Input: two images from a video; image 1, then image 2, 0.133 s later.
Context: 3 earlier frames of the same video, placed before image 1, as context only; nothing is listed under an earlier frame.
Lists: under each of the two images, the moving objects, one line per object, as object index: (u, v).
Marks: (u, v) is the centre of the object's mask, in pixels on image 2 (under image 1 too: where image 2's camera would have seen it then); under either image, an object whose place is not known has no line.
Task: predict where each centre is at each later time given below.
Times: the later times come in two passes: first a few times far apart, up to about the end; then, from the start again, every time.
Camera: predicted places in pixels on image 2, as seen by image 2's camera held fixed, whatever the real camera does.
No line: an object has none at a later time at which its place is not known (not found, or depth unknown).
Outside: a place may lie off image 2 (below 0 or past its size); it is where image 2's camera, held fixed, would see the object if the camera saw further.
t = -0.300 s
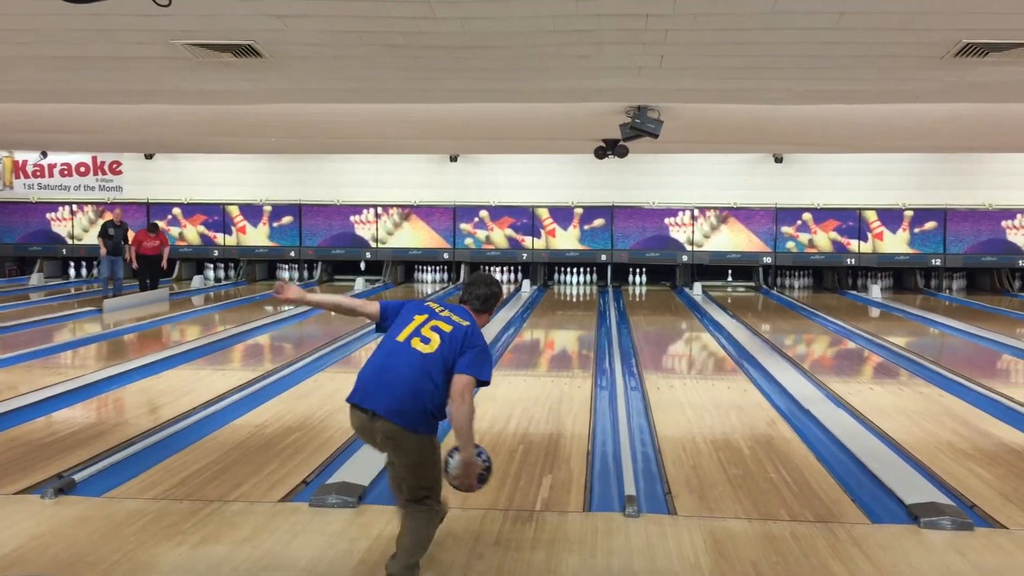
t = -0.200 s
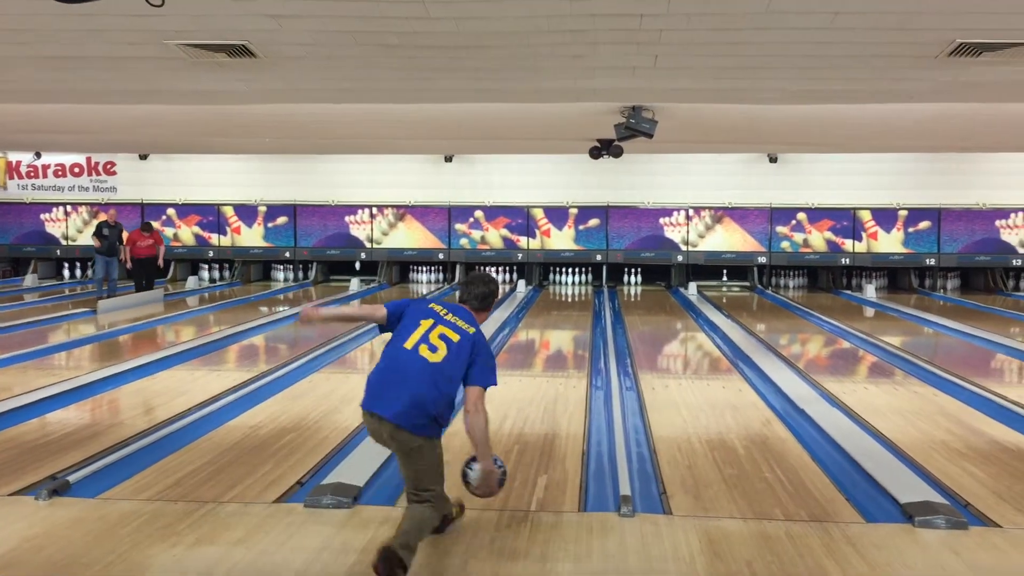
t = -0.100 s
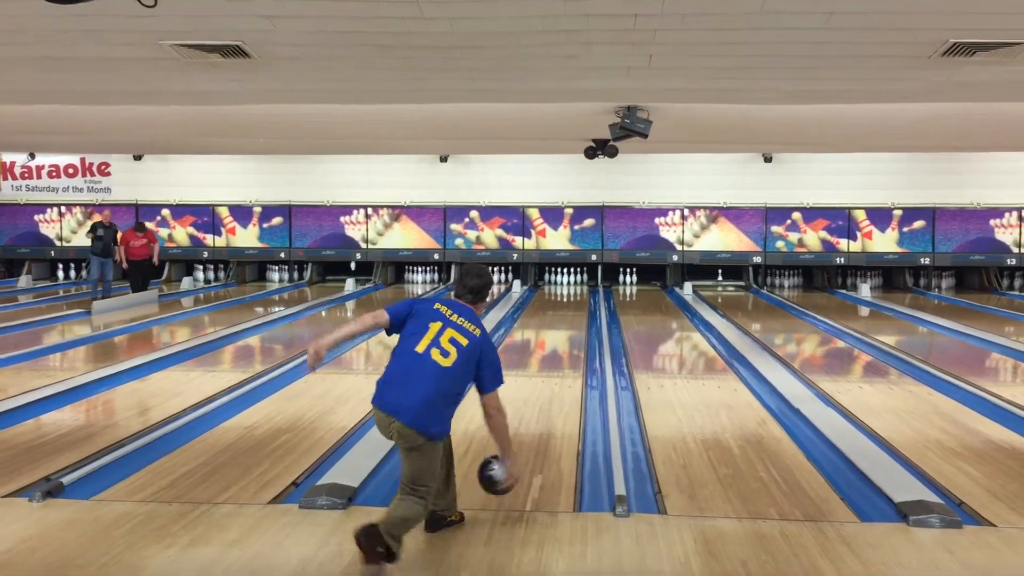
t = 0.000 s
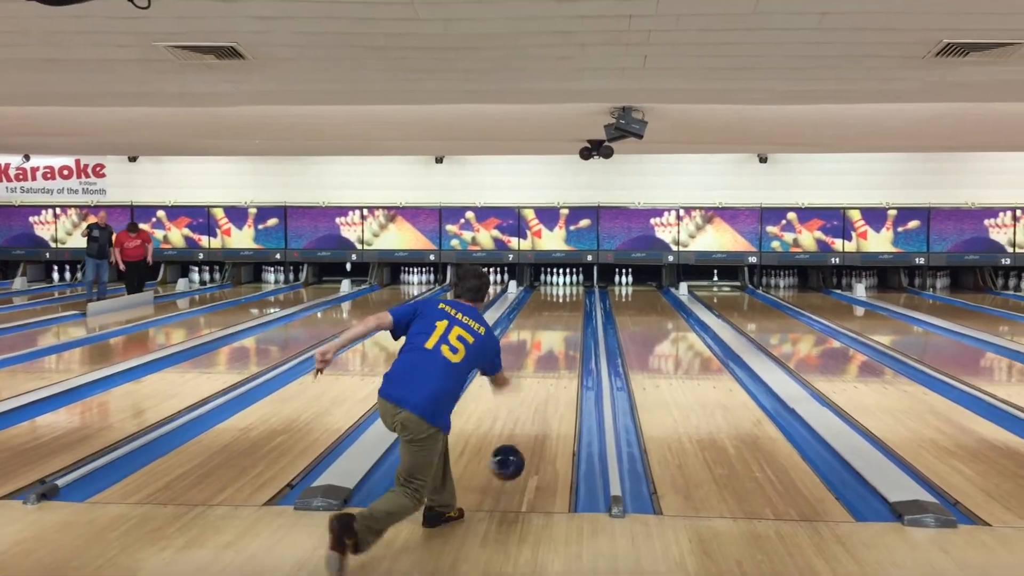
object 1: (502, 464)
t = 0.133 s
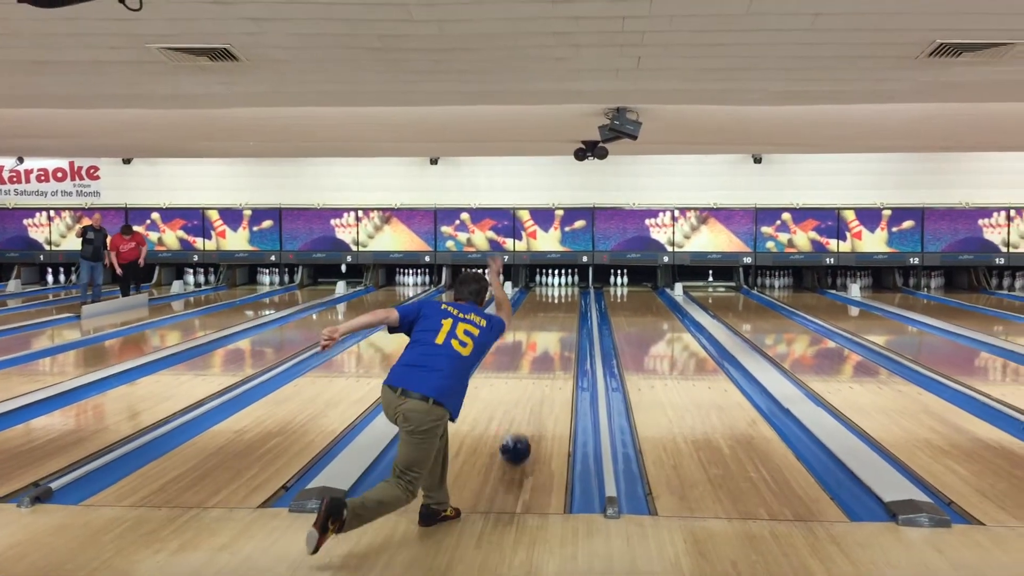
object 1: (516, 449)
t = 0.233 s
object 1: (523, 430)
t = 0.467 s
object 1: (535, 393)
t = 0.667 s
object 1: (541, 371)
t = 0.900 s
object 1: (545, 352)
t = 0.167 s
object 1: (519, 442)
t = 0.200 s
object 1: (520, 435)
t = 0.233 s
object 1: (523, 430)
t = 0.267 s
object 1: (525, 424)
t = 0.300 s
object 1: (527, 418)
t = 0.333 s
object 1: (529, 412)
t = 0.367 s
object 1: (530, 407)
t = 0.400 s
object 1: (532, 403)
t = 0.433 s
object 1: (533, 398)
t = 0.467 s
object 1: (535, 393)
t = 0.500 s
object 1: (537, 389)
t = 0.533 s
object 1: (537, 385)
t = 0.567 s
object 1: (538, 381)
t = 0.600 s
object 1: (539, 378)
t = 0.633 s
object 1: (540, 374)
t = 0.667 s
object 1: (541, 371)
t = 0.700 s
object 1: (542, 368)
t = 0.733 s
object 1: (542, 365)
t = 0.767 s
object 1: (543, 362)
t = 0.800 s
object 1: (544, 360)
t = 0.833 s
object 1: (545, 357)
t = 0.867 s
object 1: (546, 354)
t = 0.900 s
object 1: (545, 352)
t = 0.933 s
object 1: (546, 349)
